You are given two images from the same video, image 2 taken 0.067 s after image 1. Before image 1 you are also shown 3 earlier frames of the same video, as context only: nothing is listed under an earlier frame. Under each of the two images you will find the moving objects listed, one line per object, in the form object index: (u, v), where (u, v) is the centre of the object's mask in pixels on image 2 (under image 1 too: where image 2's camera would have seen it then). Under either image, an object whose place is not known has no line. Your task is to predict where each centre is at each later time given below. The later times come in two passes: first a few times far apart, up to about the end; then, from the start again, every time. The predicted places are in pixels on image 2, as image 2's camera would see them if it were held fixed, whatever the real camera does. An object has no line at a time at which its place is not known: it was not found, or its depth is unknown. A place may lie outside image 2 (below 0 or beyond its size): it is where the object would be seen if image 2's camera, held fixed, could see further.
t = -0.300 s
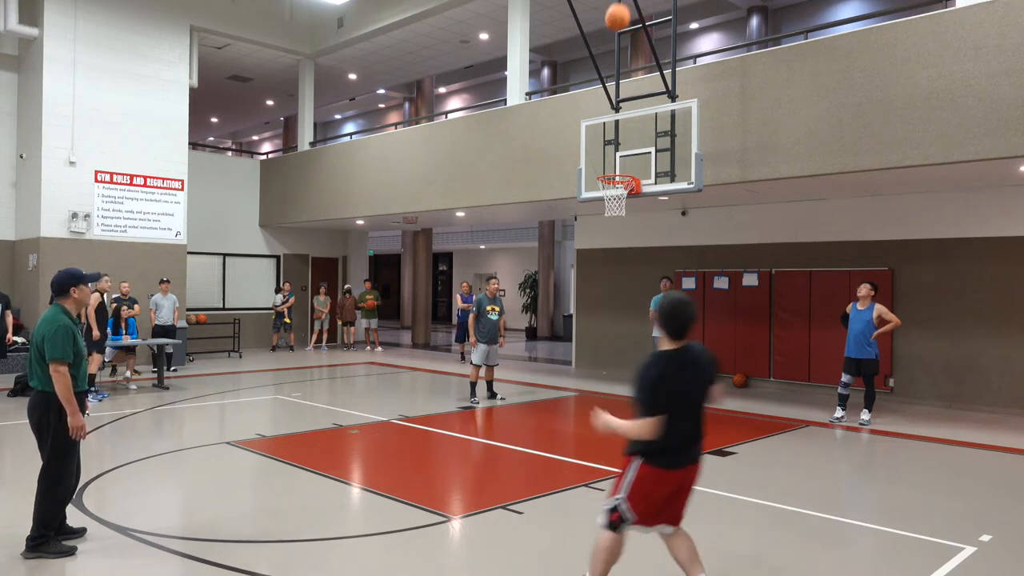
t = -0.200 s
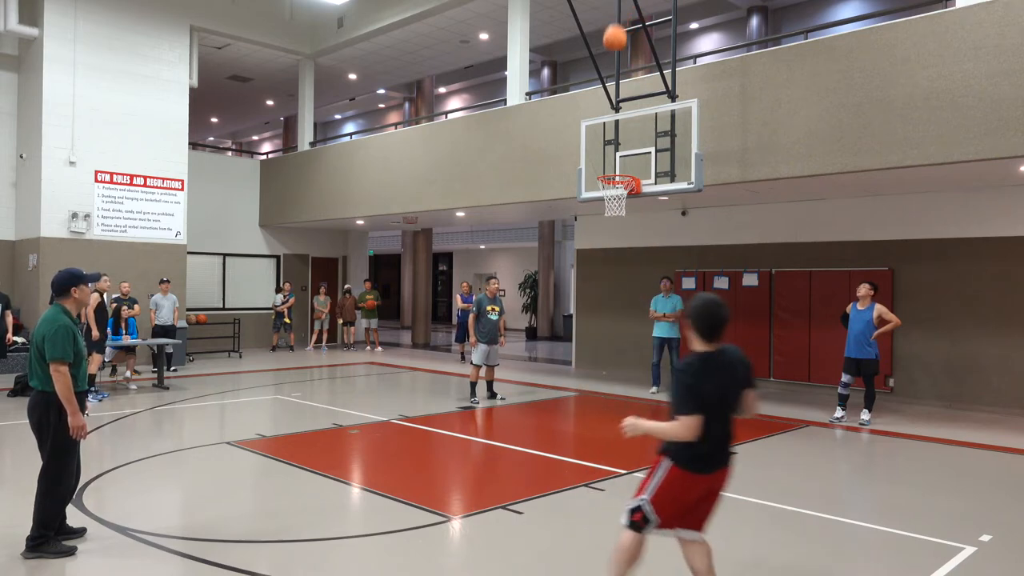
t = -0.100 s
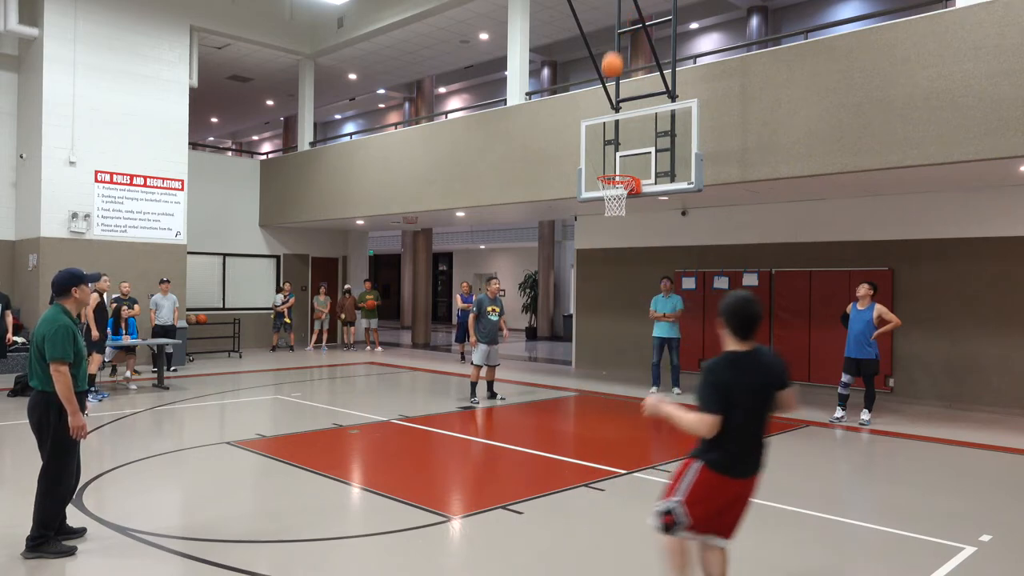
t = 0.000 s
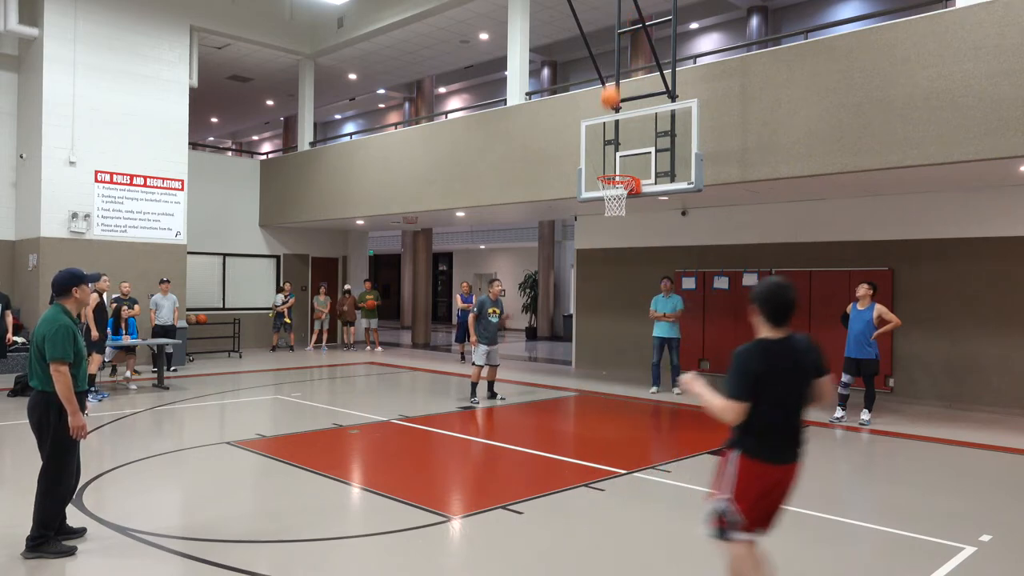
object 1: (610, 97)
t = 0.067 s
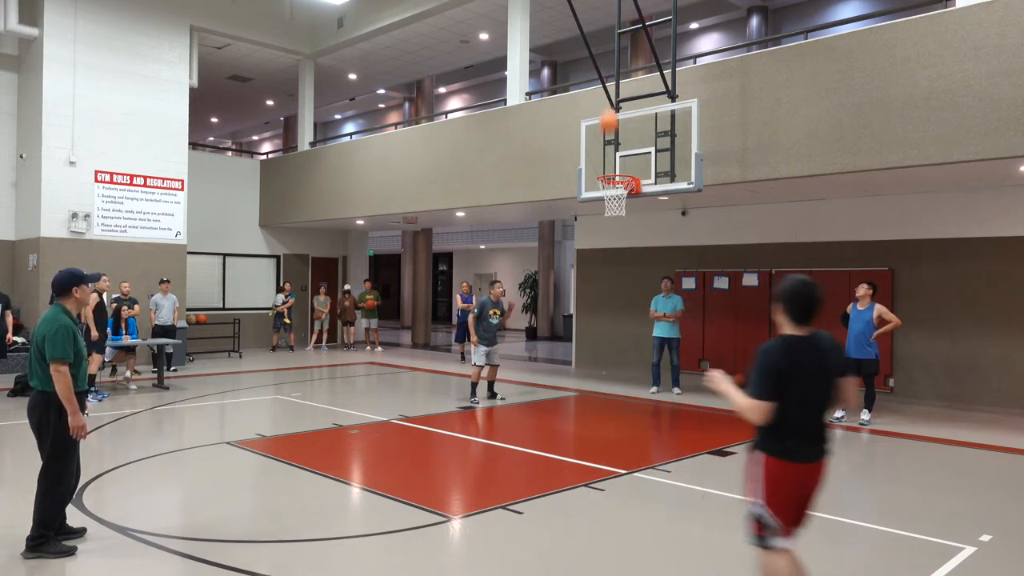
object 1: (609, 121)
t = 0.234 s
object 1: (611, 163)
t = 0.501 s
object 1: (635, 106)
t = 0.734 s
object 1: (640, 101)
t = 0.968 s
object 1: (644, 140)
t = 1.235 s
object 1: (650, 252)
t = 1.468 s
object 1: (653, 413)
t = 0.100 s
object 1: (608, 134)
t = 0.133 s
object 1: (608, 147)
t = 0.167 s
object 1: (606, 160)
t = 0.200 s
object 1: (606, 169)
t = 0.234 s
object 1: (611, 163)
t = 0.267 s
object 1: (617, 151)
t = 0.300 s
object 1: (622, 142)
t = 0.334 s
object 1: (628, 134)
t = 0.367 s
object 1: (632, 127)
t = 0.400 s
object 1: (633, 121)
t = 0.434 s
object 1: (633, 115)
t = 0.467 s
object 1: (634, 110)
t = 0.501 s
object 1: (635, 106)
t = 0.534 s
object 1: (636, 103)
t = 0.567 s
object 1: (636, 100)
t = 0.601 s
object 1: (637, 99)
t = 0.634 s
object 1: (638, 98)
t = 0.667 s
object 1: (639, 98)
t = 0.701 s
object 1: (639, 99)
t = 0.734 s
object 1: (640, 101)
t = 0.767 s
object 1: (641, 104)
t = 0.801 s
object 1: (642, 108)
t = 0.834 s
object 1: (642, 113)
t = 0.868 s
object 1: (643, 119)
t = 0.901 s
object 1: (643, 125)
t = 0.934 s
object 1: (644, 132)
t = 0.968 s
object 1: (644, 140)
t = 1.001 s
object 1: (645, 151)
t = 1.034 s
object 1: (646, 162)
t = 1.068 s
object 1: (647, 173)
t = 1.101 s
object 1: (647, 187)
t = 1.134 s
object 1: (649, 203)
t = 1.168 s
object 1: (649, 216)
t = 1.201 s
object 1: (650, 232)
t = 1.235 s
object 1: (650, 252)
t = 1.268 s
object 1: (650, 269)
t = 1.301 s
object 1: (650, 289)
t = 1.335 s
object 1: (650, 311)
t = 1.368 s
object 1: (651, 335)
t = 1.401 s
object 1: (652, 358)
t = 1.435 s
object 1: (653, 381)
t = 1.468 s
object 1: (653, 413)
